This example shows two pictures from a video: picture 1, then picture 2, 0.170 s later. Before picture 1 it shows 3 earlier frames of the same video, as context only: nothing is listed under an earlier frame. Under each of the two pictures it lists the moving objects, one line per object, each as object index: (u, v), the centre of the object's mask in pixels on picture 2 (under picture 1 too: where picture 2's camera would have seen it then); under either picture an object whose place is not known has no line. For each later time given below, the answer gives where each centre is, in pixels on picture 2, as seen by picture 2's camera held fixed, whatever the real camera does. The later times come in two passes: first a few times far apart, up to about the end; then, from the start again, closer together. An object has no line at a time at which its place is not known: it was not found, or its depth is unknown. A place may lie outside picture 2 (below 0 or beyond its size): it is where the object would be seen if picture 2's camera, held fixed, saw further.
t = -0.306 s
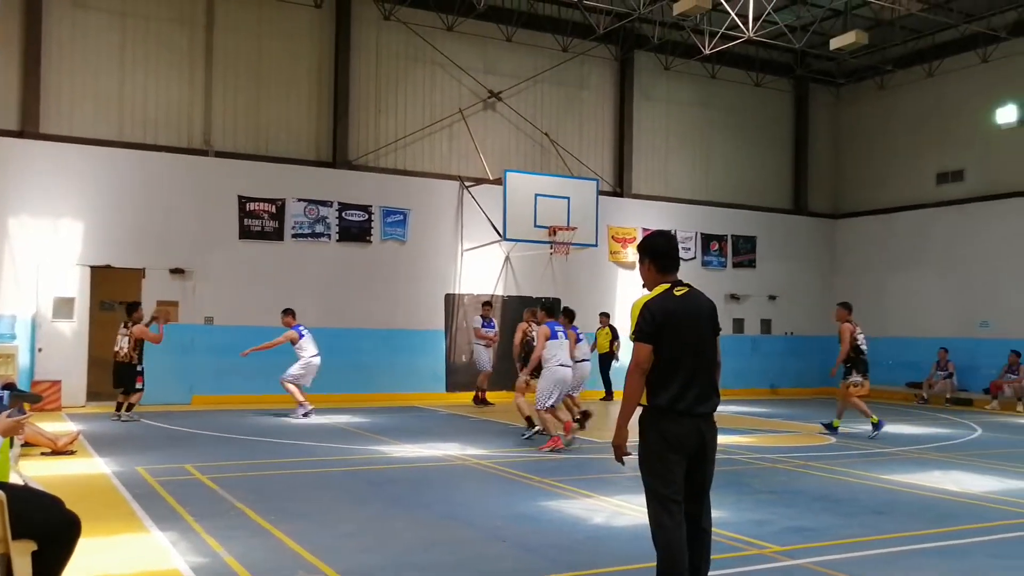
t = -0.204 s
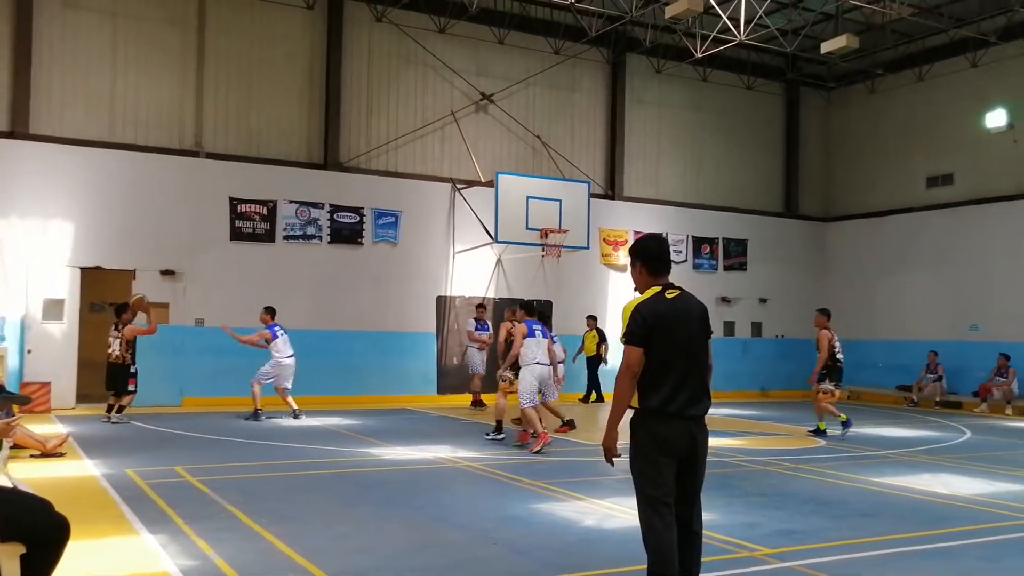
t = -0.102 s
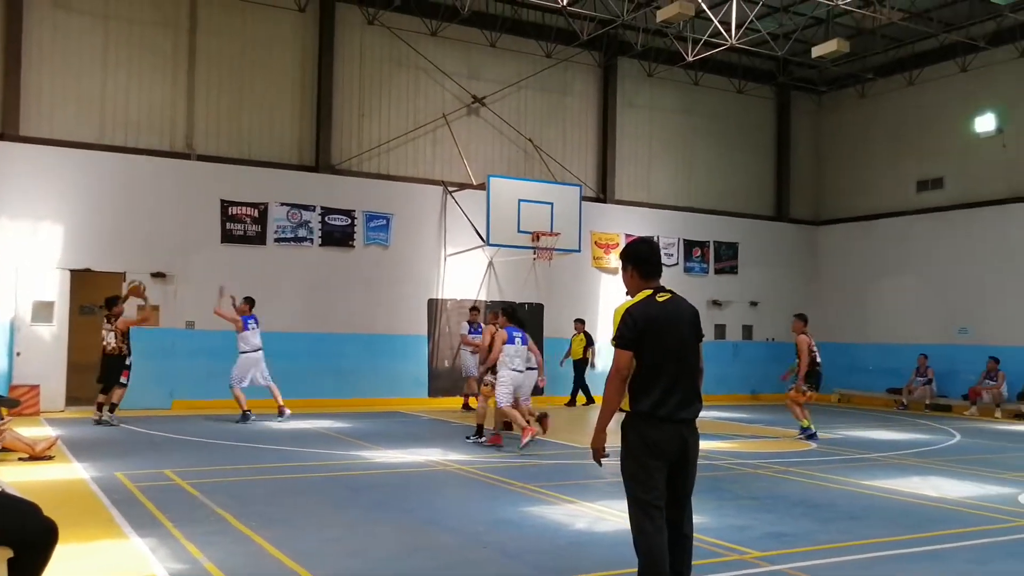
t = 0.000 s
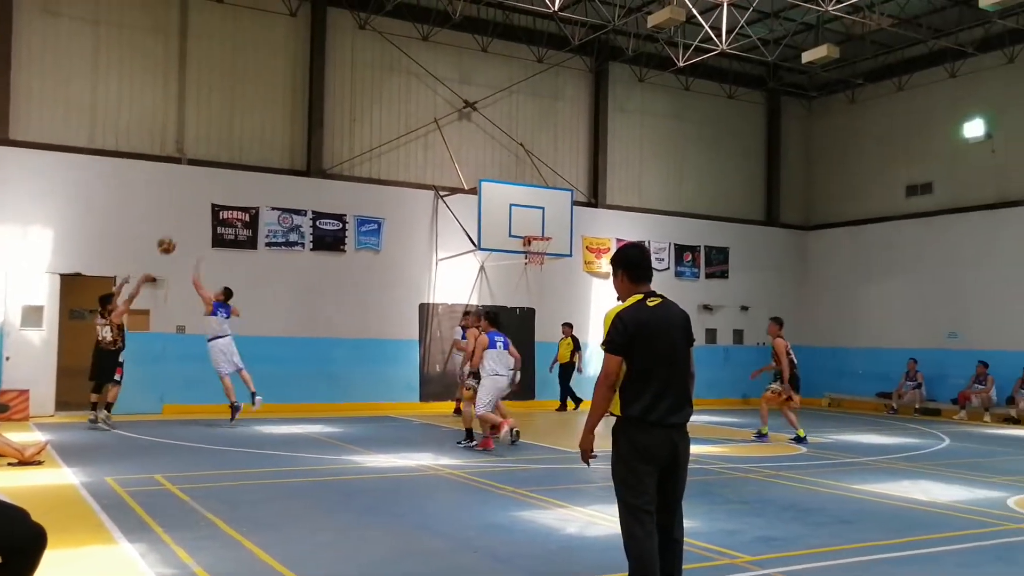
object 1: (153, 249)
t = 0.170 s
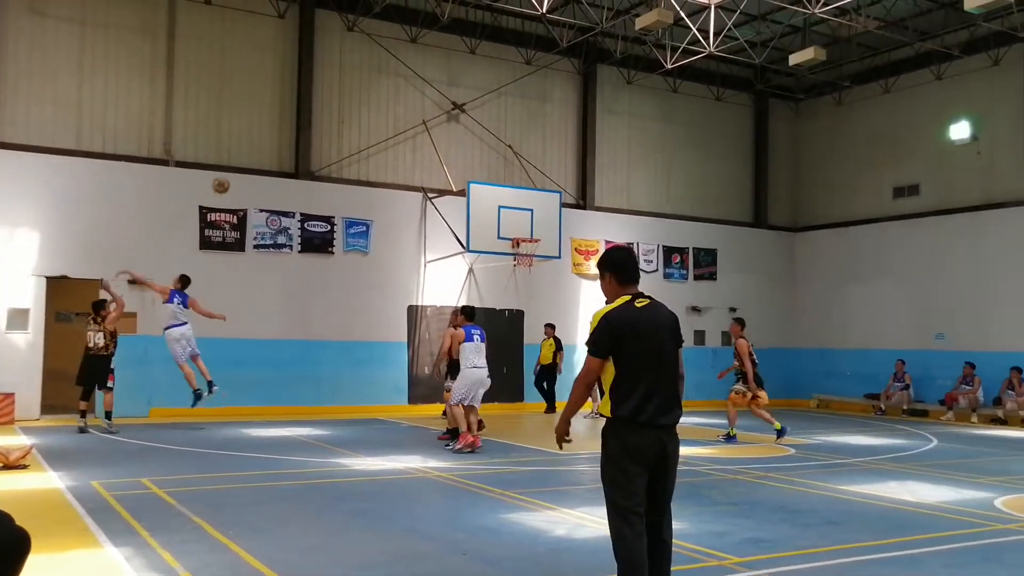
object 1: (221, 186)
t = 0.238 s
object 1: (247, 167)
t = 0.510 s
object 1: (337, 128)
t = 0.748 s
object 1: (406, 136)
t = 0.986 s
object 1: (469, 174)
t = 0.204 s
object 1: (233, 176)
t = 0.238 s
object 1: (247, 167)
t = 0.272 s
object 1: (259, 160)
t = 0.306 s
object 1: (270, 152)
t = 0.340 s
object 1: (282, 146)
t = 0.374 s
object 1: (295, 141)
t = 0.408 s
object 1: (304, 137)
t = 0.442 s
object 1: (316, 133)
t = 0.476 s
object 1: (326, 130)
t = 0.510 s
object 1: (337, 128)
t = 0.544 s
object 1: (347, 128)
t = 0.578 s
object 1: (357, 128)
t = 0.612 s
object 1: (368, 128)
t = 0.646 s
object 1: (377, 129)
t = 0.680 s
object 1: (387, 130)
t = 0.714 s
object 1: (397, 132)
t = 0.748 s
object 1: (406, 136)
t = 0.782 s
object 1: (416, 139)
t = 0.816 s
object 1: (425, 143)
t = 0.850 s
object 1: (434, 148)
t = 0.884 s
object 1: (443, 154)
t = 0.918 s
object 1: (452, 160)
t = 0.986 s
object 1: (469, 174)
